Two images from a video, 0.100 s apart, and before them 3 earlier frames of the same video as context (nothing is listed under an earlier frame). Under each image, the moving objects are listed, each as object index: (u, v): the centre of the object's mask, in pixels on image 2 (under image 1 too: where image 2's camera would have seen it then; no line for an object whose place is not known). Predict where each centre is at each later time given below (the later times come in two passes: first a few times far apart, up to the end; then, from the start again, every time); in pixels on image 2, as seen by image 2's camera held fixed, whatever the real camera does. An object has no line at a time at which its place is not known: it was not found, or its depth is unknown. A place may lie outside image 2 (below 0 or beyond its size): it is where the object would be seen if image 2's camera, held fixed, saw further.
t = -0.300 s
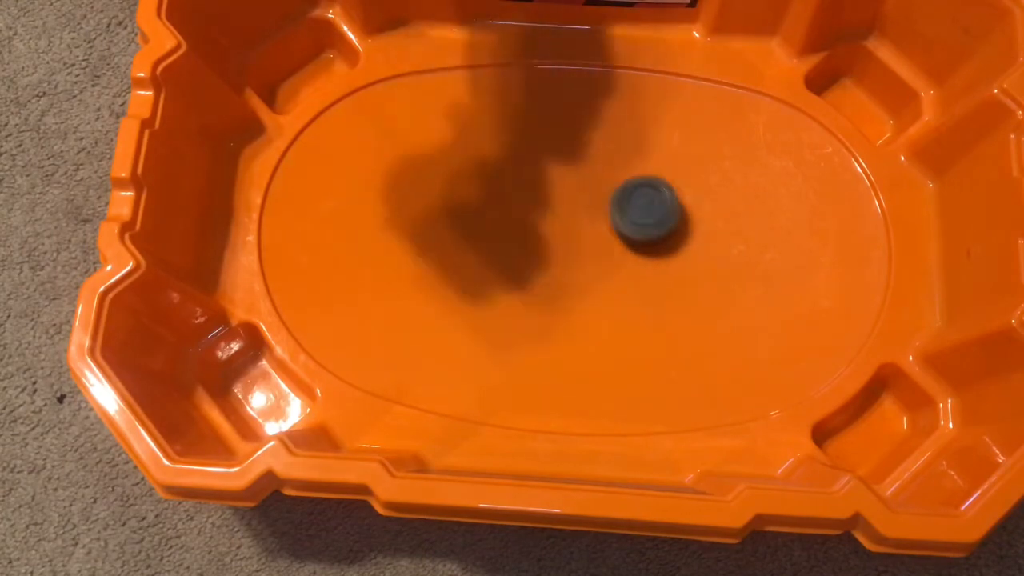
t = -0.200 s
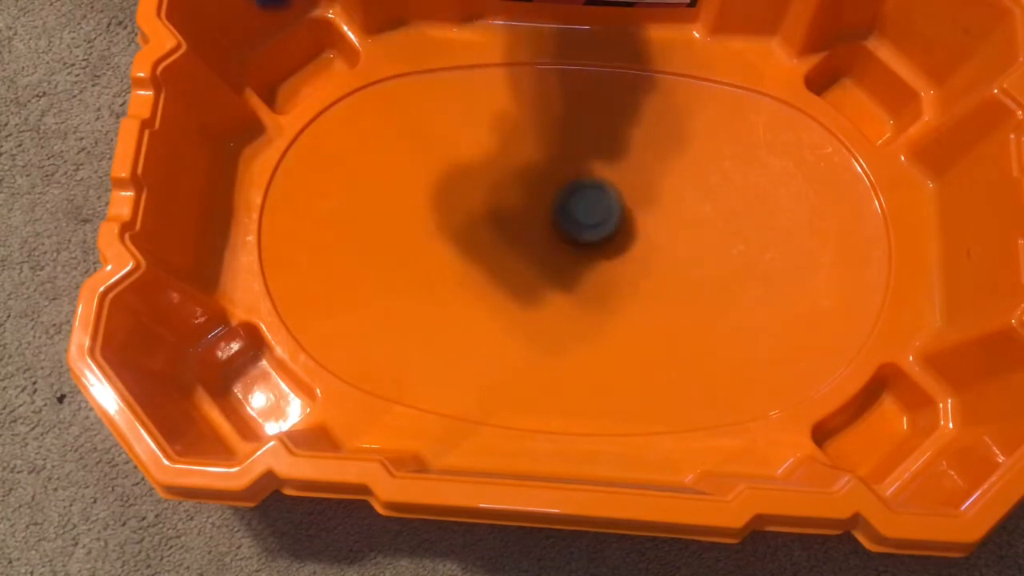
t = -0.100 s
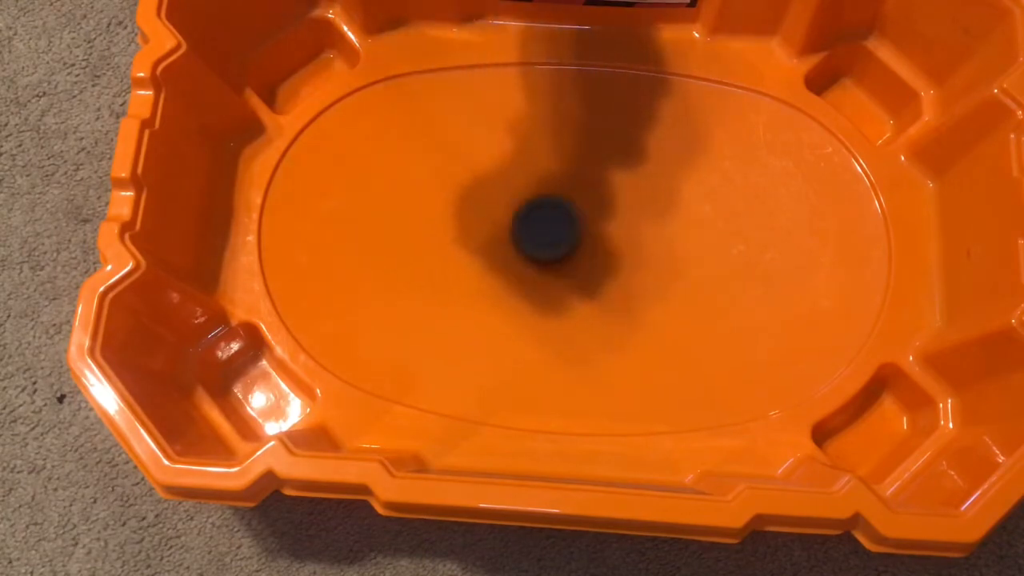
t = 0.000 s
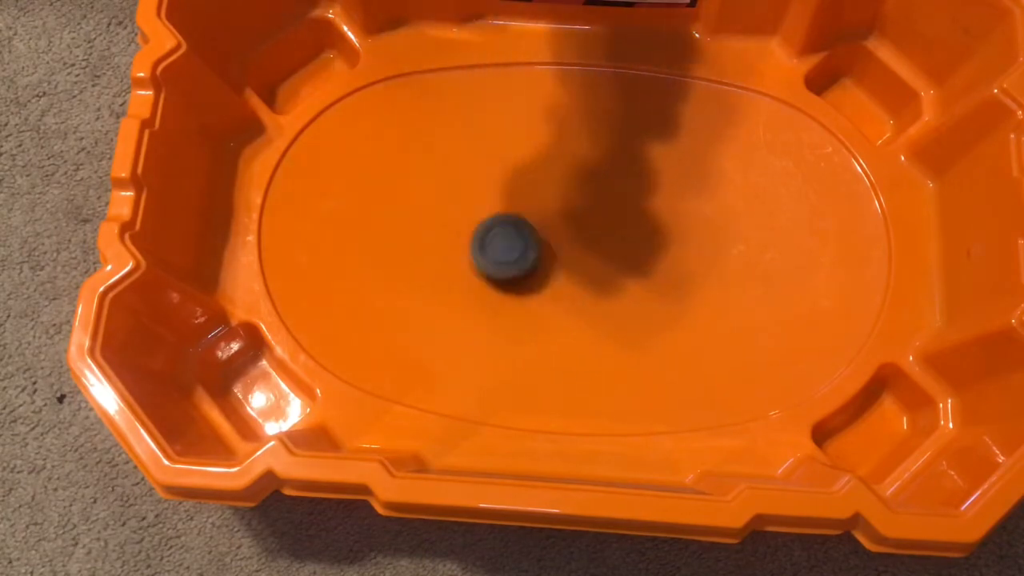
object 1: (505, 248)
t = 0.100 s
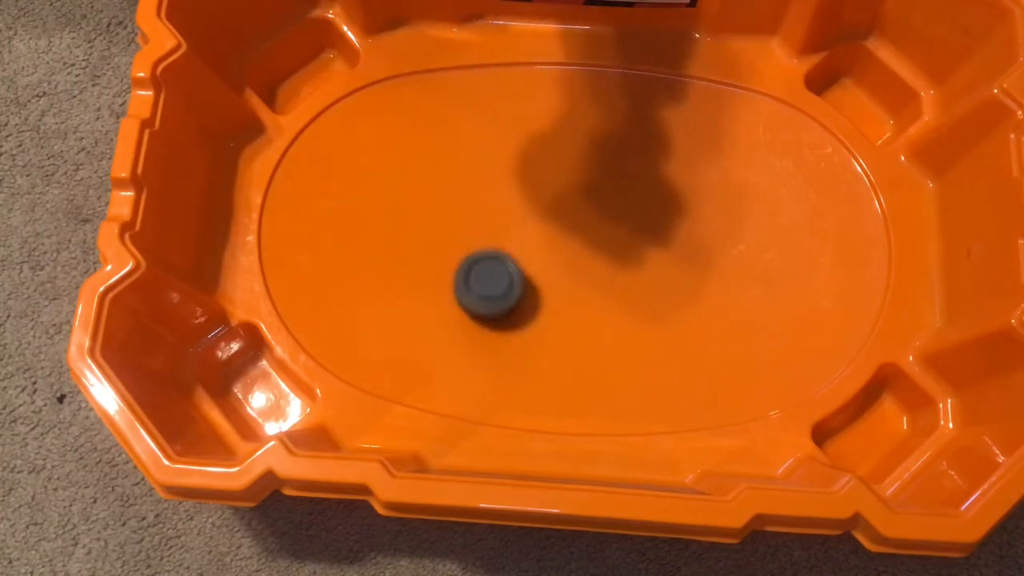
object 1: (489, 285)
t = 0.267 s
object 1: (534, 324)
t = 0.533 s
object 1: (581, 253)
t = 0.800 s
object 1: (500, 186)
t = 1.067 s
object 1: (454, 250)
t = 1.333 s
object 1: (562, 251)
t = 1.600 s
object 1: (609, 179)
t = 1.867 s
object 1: (540, 186)
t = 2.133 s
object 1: (589, 261)
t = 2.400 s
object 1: (681, 253)
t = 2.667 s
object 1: (616, 207)
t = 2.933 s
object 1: (552, 274)
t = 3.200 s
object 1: (610, 302)
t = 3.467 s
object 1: (582, 239)
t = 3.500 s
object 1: (573, 233)
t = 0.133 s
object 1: (491, 297)
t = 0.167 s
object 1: (497, 307)
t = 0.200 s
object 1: (507, 316)
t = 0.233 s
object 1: (519, 321)
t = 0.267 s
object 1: (534, 324)
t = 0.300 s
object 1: (547, 323)
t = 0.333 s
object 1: (561, 318)
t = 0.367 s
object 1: (573, 311)
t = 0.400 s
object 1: (582, 301)
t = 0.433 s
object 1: (587, 289)
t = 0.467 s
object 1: (590, 277)
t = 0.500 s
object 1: (588, 264)
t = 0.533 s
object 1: (581, 253)
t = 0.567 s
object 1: (574, 243)
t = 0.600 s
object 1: (566, 232)
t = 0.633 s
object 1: (559, 220)
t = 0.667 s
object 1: (552, 209)
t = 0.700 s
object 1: (544, 200)
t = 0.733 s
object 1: (531, 193)
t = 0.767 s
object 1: (516, 189)
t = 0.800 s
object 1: (500, 186)
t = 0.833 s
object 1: (487, 187)
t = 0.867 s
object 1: (474, 190)
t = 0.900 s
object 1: (462, 195)
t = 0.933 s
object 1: (453, 204)
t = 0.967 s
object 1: (447, 215)
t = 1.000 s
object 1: (445, 226)
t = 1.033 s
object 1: (447, 238)
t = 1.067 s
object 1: (454, 250)
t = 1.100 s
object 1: (465, 260)
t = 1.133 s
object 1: (479, 267)
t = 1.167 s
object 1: (494, 271)
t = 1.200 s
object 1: (510, 272)
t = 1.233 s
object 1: (527, 270)
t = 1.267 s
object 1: (542, 266)
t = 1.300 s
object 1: (552, 259)
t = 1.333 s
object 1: (562, 251)
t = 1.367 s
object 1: (571, 242)
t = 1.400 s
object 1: (582, 234)
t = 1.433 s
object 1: (591, 225)
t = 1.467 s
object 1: (602, 217)
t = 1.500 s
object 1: (611, 209)
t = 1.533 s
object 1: (613, 199)
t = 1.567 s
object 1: (613, 188)
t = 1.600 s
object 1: (609, 179)
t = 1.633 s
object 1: (602, 170)
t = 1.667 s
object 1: (595, 165)
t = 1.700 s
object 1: (585, 161)
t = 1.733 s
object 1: (574, 160)
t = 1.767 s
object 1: (563, 163)
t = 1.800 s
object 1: (554, 168)
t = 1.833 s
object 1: (545, 176)
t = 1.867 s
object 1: (540, 186)
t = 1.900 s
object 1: (537, 197)
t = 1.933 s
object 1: (538, 209)
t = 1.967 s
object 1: (543, 218)
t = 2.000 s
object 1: (553, 227)
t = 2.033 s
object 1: (562, 235)
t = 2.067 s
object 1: (571, 244)
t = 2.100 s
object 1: (580, 253)
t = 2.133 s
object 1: (589, 261)
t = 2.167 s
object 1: (598, 270)
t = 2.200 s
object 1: (609, 275)
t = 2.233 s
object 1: (624, 278)
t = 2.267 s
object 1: (638, 278)
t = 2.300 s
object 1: (652, 275)
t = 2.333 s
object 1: (664, 270)
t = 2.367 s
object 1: (675, 263)
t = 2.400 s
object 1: (681, 253)
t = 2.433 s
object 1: (684, 242)
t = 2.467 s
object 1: (683, 231)
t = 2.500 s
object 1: (678, 221)
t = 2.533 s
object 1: (669, 213)
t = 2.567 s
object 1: (657, 207)
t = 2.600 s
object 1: (643, 204)
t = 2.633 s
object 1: (629, 204)
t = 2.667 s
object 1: (616, 207)
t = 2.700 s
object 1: (603, 211)
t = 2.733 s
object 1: (594, 218)
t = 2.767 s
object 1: (587, 228)
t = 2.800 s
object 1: (580, 236)
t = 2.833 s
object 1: (573, 245)
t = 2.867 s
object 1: (566, 254)
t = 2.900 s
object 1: (559, 264)
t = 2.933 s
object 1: (552, 274)
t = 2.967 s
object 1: (552, 284)
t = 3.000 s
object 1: (556, 292)
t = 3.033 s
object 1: (562, 300)
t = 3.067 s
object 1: (570, 306)
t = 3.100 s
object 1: (580, 310)
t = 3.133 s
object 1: (590, 311)
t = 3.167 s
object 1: (601, 309)
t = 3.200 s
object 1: (610, 302)
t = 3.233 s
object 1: (616, 294)
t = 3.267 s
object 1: (618, 285)
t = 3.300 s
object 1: (618, 275)
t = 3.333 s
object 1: (615, 264)
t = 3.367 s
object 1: (609, 257)
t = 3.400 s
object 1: (600, 251)
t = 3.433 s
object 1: (591, 245)
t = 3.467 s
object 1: (582, 239)
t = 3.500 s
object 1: (573, 233)
